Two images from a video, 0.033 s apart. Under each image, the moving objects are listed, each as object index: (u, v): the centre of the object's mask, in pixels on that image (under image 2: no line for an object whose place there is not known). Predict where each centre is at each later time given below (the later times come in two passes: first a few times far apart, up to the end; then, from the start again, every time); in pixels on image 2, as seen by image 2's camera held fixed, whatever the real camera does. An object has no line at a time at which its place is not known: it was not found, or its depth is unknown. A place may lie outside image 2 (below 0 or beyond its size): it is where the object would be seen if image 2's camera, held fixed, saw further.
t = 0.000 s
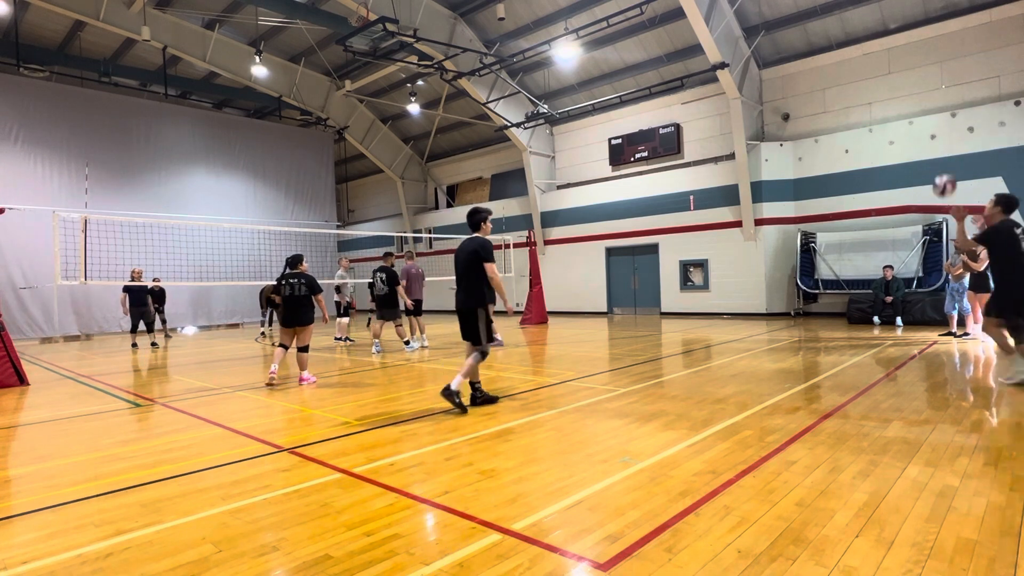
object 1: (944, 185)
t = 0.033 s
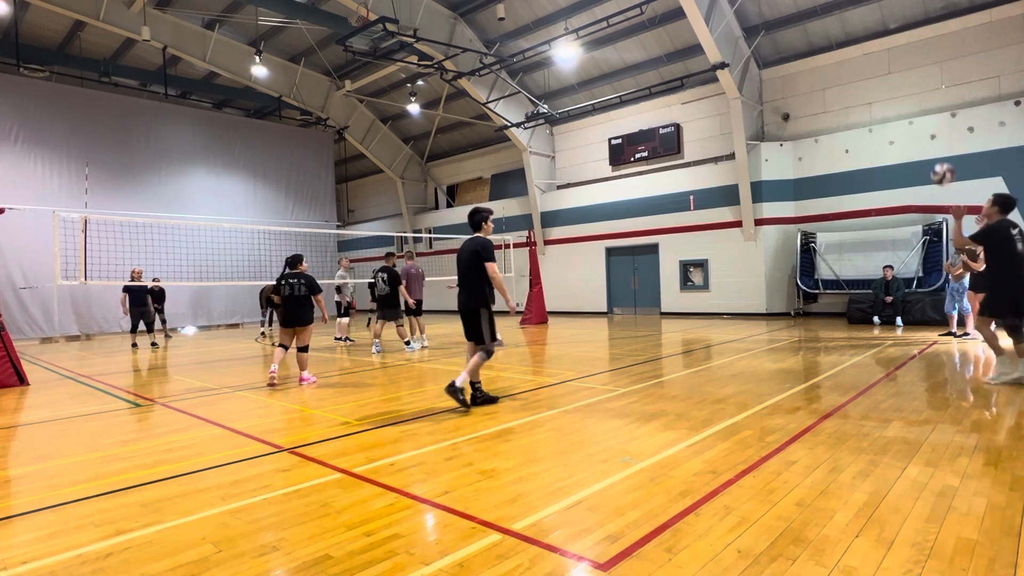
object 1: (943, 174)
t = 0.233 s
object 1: (936, 128)
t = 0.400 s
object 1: (931, 117)
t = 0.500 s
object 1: (929, 124)
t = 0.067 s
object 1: (941, 164)
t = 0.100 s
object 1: (941, 155)
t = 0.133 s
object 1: (939, 145)
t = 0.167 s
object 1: (938, 139)
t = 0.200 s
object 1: (937, 133)
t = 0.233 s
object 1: (936, 128)
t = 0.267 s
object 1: (935, 123)
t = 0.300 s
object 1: (934, 120)
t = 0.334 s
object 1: (933, 118)
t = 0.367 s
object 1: (932, 117)
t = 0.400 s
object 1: (931, 117)
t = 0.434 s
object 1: (930, 118)
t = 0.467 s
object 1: (929, 121)
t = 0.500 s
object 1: (929, 124)
